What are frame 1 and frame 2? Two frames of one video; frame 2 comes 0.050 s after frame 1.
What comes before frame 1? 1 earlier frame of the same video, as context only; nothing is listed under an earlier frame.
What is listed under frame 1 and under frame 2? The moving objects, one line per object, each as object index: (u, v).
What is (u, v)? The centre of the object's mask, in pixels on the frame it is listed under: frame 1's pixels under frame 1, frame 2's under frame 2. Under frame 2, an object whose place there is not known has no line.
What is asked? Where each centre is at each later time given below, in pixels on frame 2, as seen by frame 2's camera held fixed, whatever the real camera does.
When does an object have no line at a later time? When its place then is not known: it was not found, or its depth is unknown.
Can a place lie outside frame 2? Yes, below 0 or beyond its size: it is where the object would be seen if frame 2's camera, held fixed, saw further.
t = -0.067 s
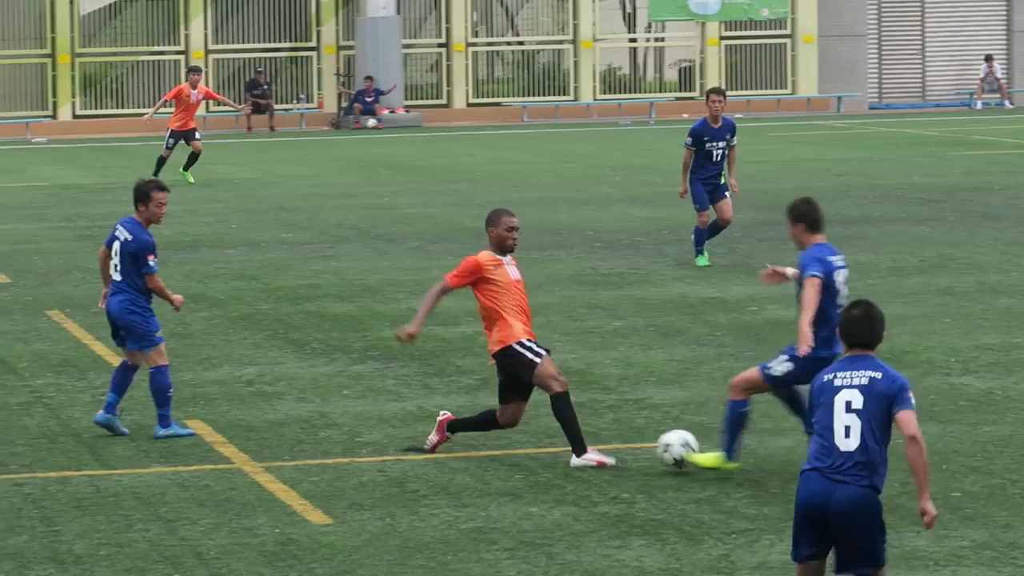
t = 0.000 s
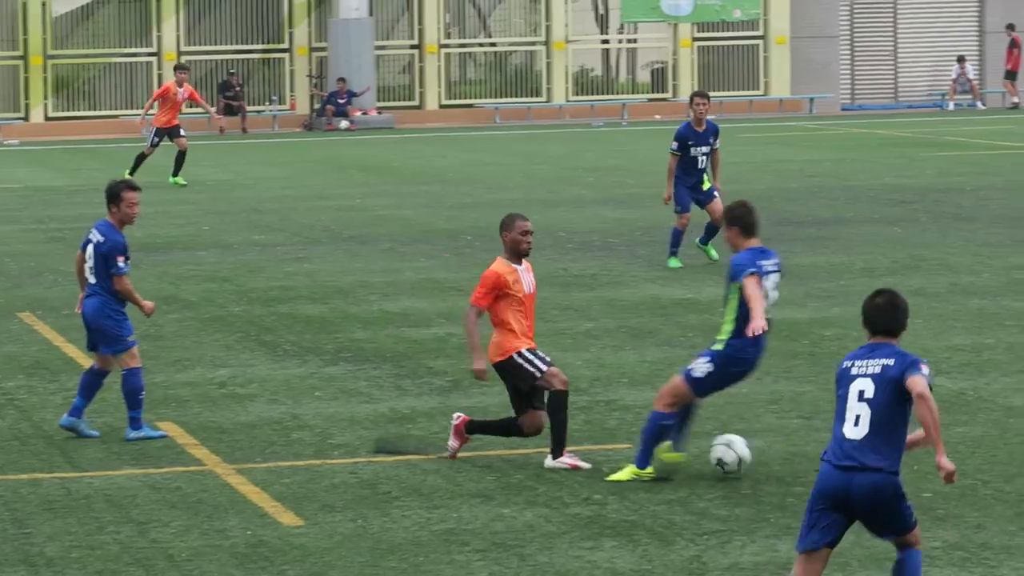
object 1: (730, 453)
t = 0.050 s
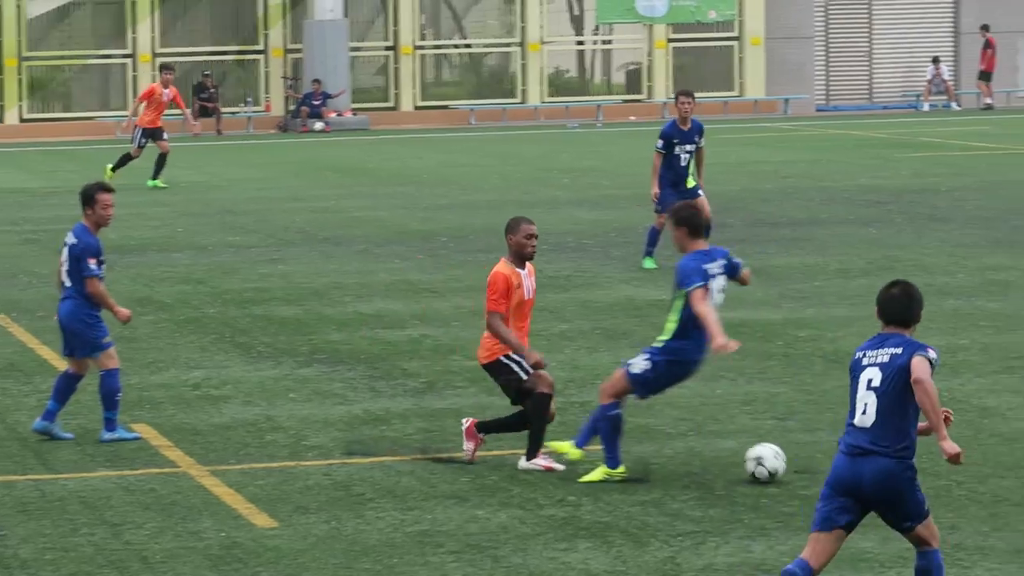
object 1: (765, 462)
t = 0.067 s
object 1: (786, 462)
